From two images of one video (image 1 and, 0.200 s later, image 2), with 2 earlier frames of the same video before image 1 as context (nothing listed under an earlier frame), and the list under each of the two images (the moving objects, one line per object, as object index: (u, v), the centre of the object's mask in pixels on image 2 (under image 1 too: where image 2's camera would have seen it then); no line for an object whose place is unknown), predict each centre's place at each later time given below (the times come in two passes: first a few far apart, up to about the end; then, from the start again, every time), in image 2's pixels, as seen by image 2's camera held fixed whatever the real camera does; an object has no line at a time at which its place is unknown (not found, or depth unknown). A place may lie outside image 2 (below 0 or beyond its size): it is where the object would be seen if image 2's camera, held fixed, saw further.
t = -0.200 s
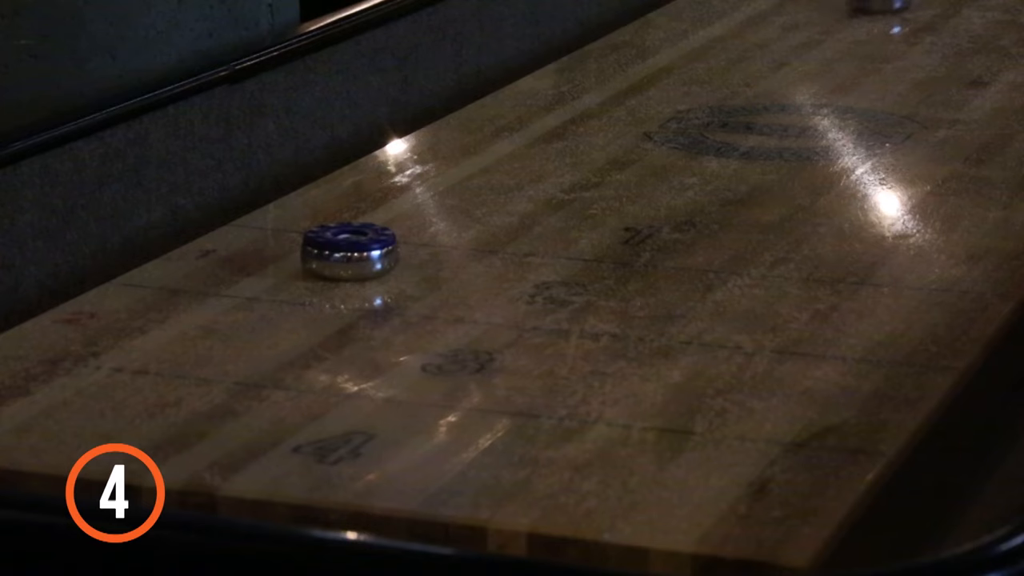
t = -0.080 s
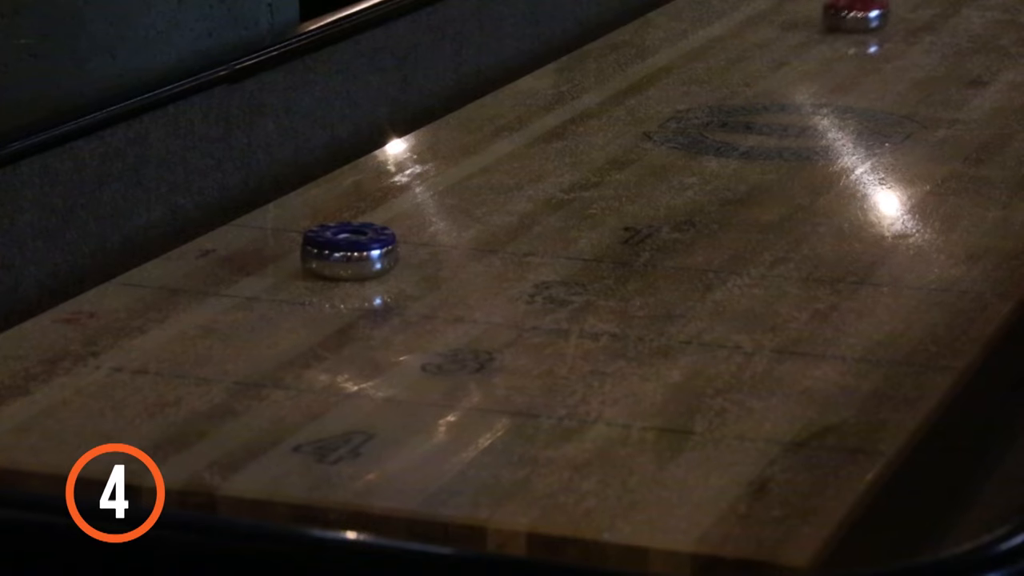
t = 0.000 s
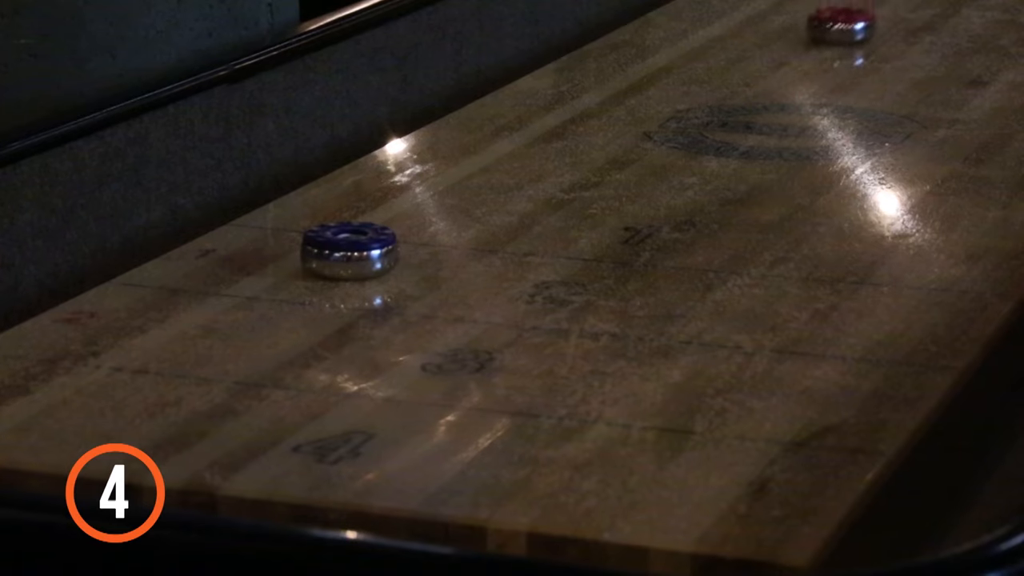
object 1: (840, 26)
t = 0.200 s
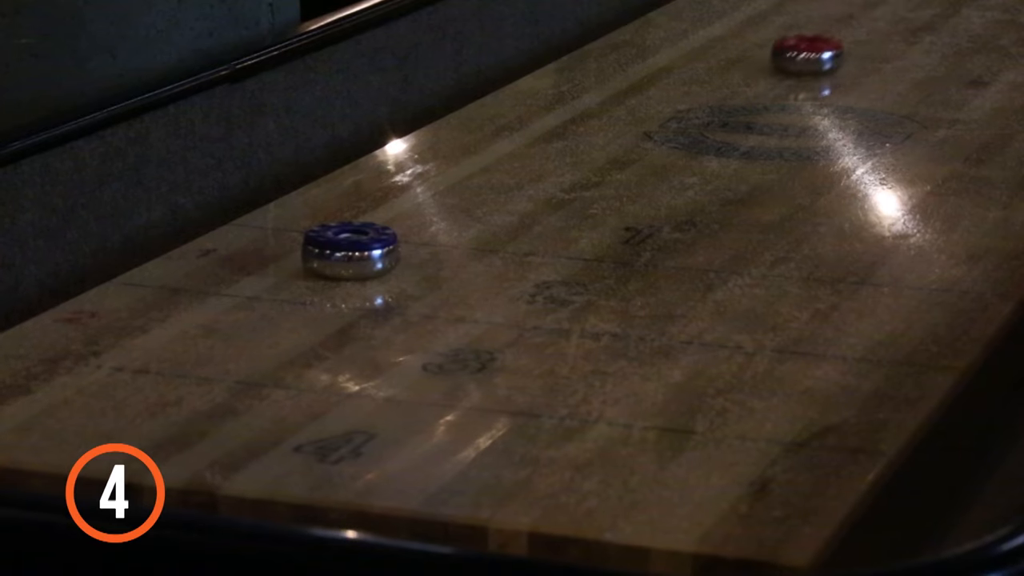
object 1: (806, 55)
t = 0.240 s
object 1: (800, 61)
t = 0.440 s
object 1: (769, 90)
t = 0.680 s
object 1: (734, 124)
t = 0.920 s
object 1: (702, 158)
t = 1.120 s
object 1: (680, 184)
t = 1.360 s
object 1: (659, 210)
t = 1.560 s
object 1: (644, 229)
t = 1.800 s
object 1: (630, 249)
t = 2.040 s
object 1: (618, 264)
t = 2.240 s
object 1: (612, 273)
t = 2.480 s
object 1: (607, 277)
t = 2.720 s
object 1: (606, 277)
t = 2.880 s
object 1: (606, 277)
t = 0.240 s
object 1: (800, 61)
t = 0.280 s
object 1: (793, 66)
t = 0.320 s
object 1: (787, 72)
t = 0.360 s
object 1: (781, 78)
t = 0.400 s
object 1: (775, 84)
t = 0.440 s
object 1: (769, 90)
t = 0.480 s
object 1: (763, 95)
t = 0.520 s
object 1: (757, 102)
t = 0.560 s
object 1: (751, 107)
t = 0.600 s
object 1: (745, 113)
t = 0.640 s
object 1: (739, 119)
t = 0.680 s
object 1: (734, 124)
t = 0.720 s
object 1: (729, 129)
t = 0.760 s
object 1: (723, 136)
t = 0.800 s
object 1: (718, 141)
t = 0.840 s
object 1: (713, 147)
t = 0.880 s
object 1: (707, 153)
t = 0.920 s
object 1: (702, 158)
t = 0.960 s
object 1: (698, 164)
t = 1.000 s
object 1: (692, 169)
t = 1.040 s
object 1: (688, 174)
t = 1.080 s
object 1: (684, 179)
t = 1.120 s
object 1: (680, 184)
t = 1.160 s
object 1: (677, 189)
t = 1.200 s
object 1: (673, 193)
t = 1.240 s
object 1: (670, 197)
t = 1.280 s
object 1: (666, 202)
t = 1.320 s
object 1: (663, 206)
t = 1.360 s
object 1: (659, 210)
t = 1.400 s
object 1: (656, 214)
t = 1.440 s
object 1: (652, 218)
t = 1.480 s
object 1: (650, 222)
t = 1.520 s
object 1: (647, 225)
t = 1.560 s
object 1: (644, 229)
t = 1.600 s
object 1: (641, 233)
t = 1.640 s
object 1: (639, 236)
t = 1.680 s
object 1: (636, 240)
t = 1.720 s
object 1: (634, 243)
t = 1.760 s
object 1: (632, 245)
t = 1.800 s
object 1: (630, 249)
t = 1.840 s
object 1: (628, 251)
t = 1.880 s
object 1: (626, 254)
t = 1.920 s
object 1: (623, 257)
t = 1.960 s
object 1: (621, 259)
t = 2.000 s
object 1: (620, 261)
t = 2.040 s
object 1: (618, 264)
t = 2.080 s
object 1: (617, 266)
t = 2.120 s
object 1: (615, 268)
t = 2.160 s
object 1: (614, 270)
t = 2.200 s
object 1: (613, 271)
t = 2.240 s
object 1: (612, 273)
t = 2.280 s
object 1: (610, 274)
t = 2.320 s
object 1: (609, 275)
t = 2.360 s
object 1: (608, 276)
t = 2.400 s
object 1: (608, 276)
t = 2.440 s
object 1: (607, 277)
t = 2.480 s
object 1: (607, 277)
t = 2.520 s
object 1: (606, 277)
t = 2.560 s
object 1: (606, 277)
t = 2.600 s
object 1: (606, 277)
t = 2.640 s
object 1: (606, 277)
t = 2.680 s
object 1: (606, 277)
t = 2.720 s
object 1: (606, 277)
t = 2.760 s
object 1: (606, 277)
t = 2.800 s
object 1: (606, 277)
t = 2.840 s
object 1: (606, 277)
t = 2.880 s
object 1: (606, 277)
